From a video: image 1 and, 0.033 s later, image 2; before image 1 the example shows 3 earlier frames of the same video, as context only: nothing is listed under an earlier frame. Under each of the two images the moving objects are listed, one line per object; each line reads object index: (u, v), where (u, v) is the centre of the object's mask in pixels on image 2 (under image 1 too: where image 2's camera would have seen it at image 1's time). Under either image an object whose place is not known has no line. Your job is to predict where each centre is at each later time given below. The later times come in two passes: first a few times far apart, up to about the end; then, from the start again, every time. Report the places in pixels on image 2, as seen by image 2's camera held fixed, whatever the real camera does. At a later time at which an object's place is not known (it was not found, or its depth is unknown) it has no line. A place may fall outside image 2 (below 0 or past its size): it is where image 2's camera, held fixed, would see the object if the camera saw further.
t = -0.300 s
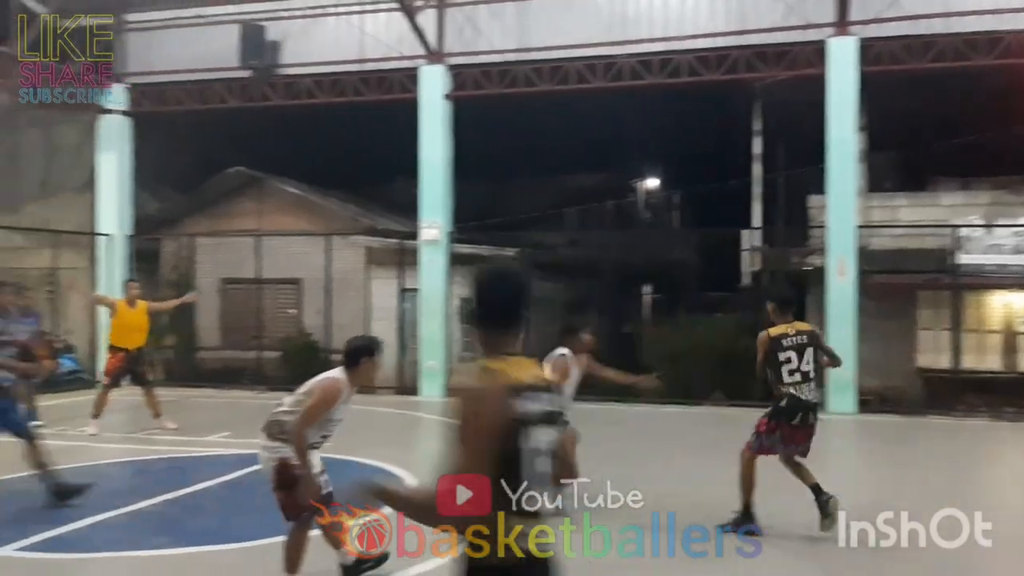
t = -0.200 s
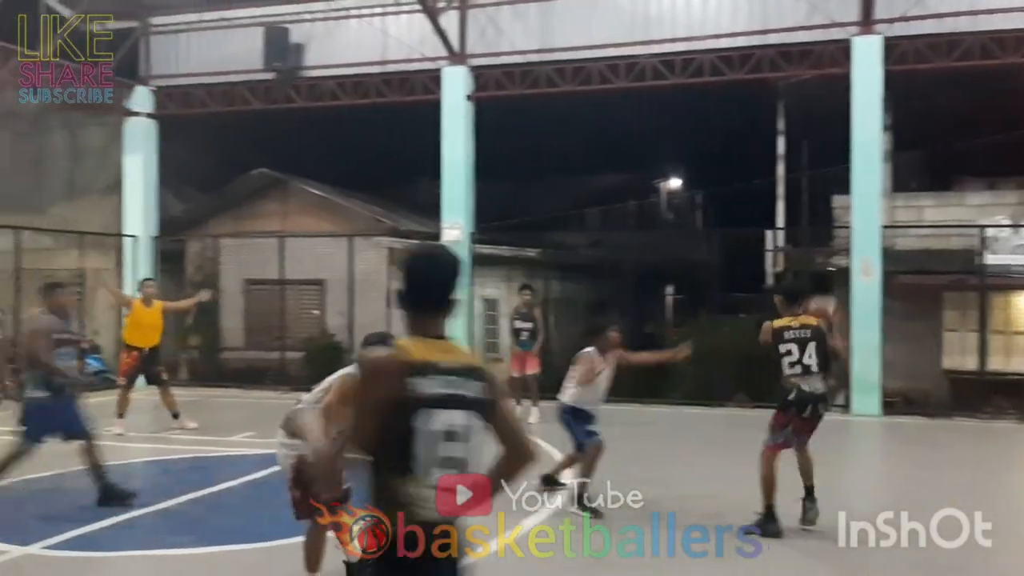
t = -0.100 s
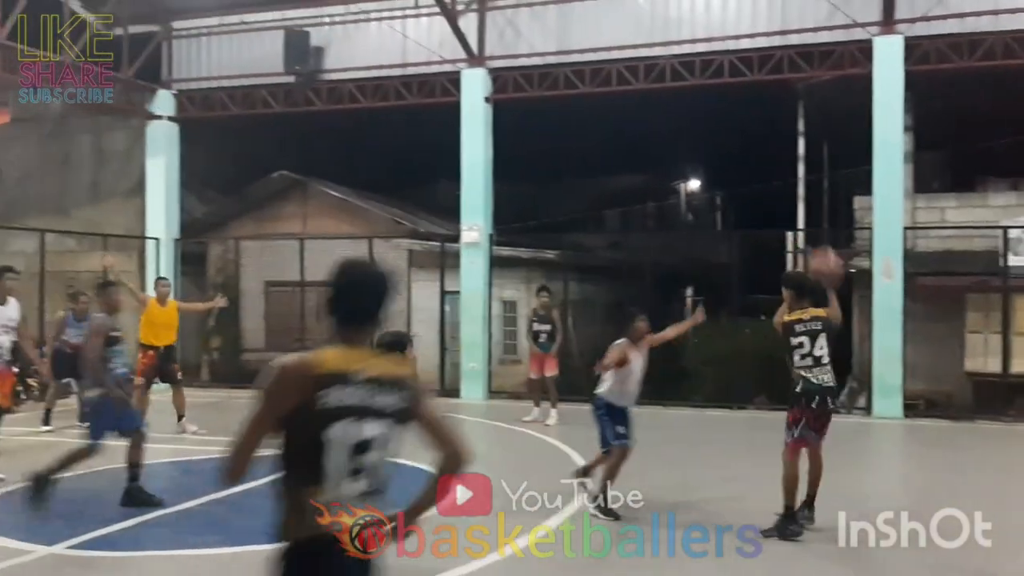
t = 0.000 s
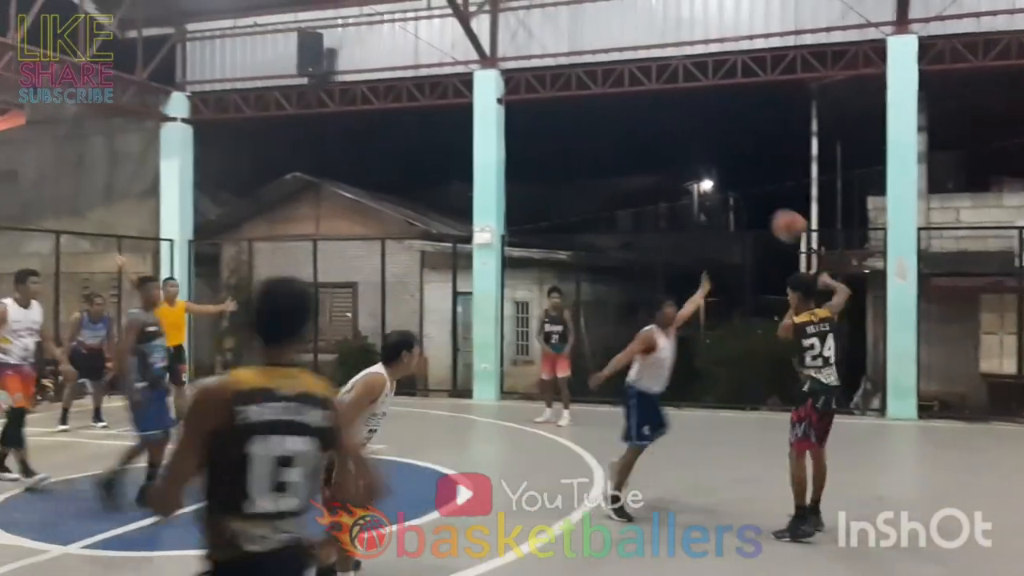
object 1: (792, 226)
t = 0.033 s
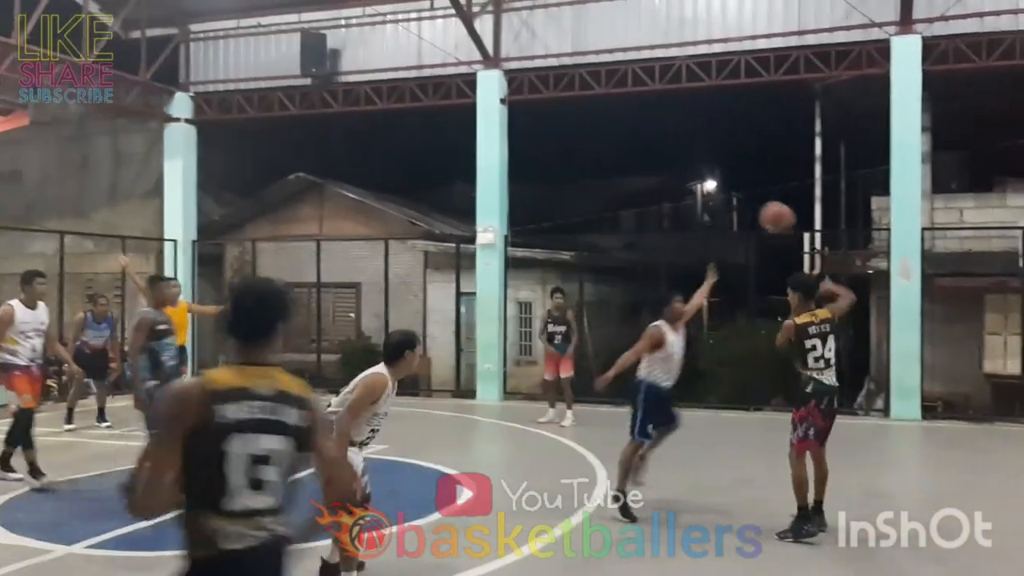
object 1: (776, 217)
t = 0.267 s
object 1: (683, 196)
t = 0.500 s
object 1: (617, 226)
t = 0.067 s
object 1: (762, 210)
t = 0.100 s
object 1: (748, 204)
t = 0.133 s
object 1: (734, 200)
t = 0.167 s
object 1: (722, 198)
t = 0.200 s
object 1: (708, 195)
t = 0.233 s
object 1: (695, 196)
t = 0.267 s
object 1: (683, 196)
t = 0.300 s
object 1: (673, 198)
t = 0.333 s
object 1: (663, 200)
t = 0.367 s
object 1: (654, 204)
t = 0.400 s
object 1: (643, 209)
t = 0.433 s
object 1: (634, 214)
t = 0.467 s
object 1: (625, 220)
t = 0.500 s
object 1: (617, 226)
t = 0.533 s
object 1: (608, 236)
